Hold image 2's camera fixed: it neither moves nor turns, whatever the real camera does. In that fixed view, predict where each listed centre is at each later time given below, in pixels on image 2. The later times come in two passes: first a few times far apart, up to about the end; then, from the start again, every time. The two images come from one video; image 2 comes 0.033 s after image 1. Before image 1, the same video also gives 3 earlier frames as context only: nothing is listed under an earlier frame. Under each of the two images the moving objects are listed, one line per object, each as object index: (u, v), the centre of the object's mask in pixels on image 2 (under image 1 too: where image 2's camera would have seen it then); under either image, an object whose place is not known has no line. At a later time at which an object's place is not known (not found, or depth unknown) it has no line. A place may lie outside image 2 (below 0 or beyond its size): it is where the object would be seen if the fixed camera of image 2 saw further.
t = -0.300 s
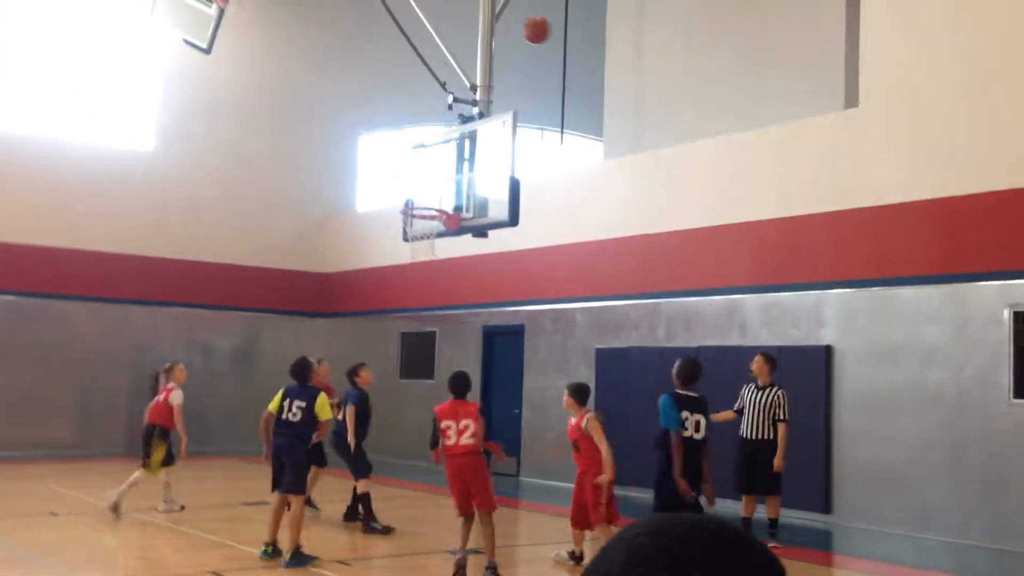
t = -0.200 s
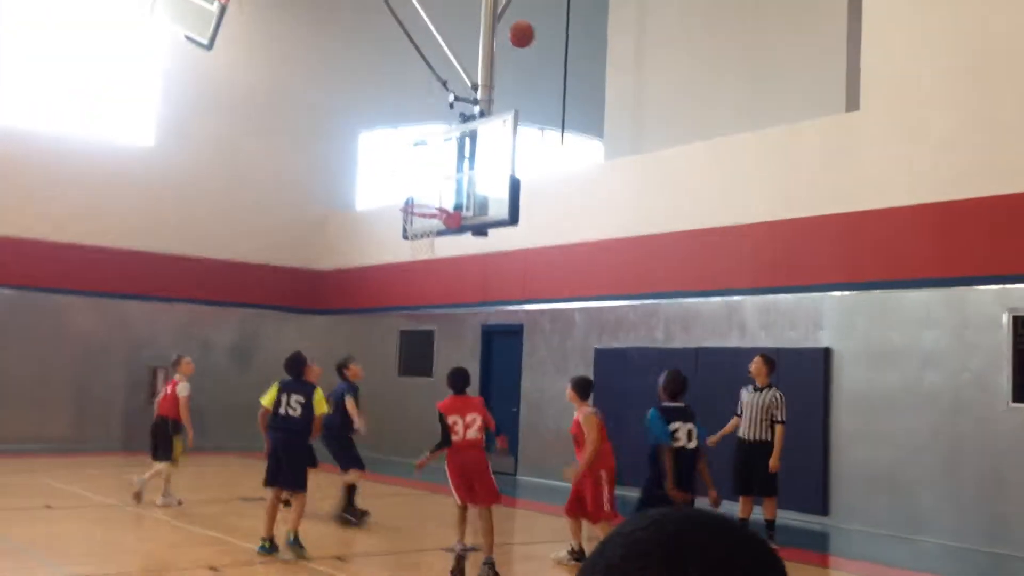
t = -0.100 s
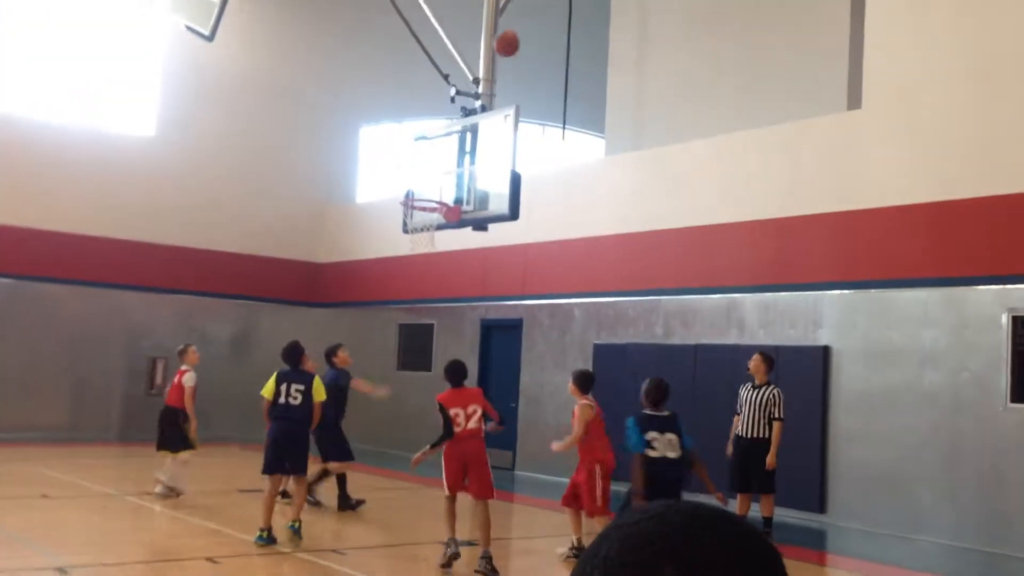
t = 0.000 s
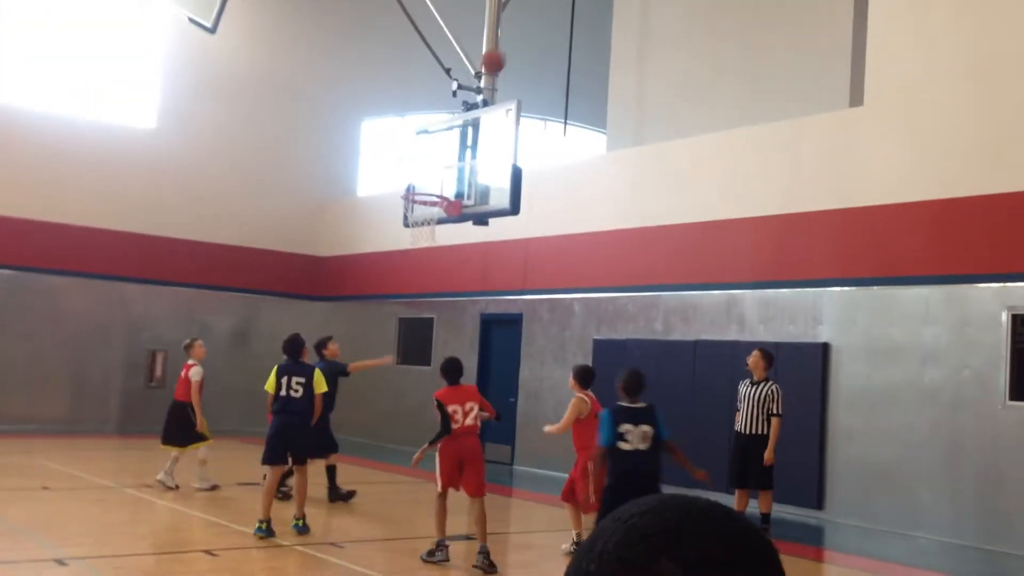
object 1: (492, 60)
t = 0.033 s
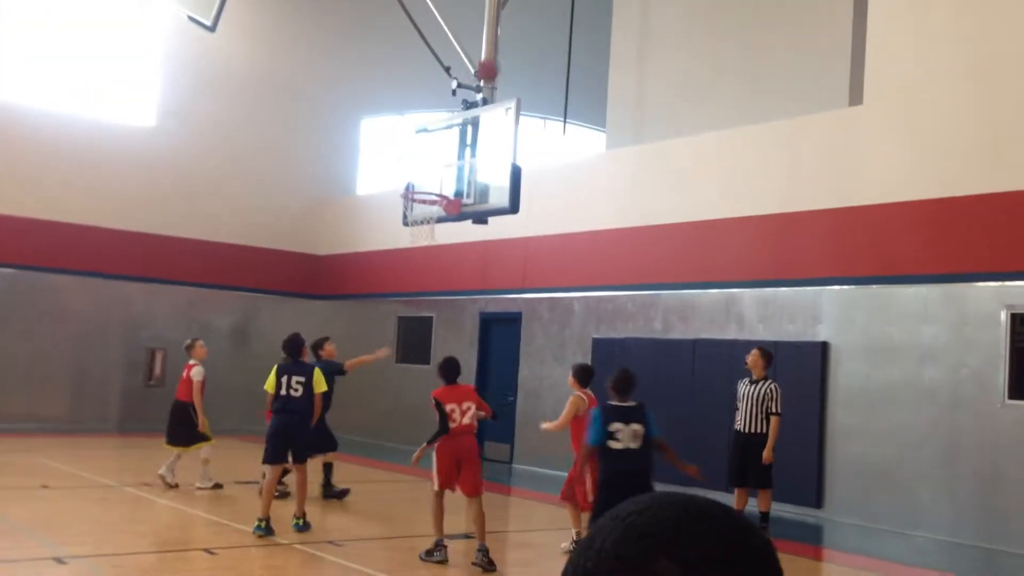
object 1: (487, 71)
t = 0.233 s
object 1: (457, 146)
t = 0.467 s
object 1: (421, 171)
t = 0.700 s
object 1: (392, 181)
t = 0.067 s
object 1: (483, 81)
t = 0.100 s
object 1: (476, 95)
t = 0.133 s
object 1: (470, 105)
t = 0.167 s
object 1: (465, 118)
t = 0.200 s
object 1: (460, 134)
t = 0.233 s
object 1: (457, 146)
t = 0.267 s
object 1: (449, 166)
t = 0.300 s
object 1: (443, 183)
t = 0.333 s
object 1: (439, 189)
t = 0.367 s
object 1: (435, 183)
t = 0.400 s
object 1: (430, 178)
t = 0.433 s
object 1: (426, 174)
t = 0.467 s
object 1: (421, 171)
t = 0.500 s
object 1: (417, 169)
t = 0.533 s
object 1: (413, 169)
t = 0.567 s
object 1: (408, 169)
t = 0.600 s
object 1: (405, 170)
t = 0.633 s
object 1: (400, 173)
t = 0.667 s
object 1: (396, 176)
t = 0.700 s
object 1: (392, 181)
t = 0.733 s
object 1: (387, 187)
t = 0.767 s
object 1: (382, 193)
